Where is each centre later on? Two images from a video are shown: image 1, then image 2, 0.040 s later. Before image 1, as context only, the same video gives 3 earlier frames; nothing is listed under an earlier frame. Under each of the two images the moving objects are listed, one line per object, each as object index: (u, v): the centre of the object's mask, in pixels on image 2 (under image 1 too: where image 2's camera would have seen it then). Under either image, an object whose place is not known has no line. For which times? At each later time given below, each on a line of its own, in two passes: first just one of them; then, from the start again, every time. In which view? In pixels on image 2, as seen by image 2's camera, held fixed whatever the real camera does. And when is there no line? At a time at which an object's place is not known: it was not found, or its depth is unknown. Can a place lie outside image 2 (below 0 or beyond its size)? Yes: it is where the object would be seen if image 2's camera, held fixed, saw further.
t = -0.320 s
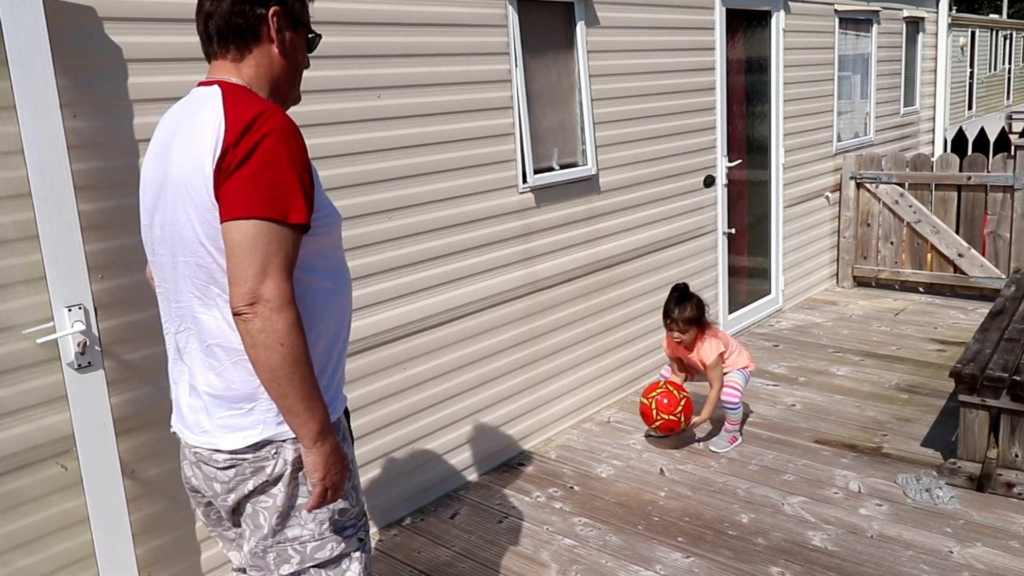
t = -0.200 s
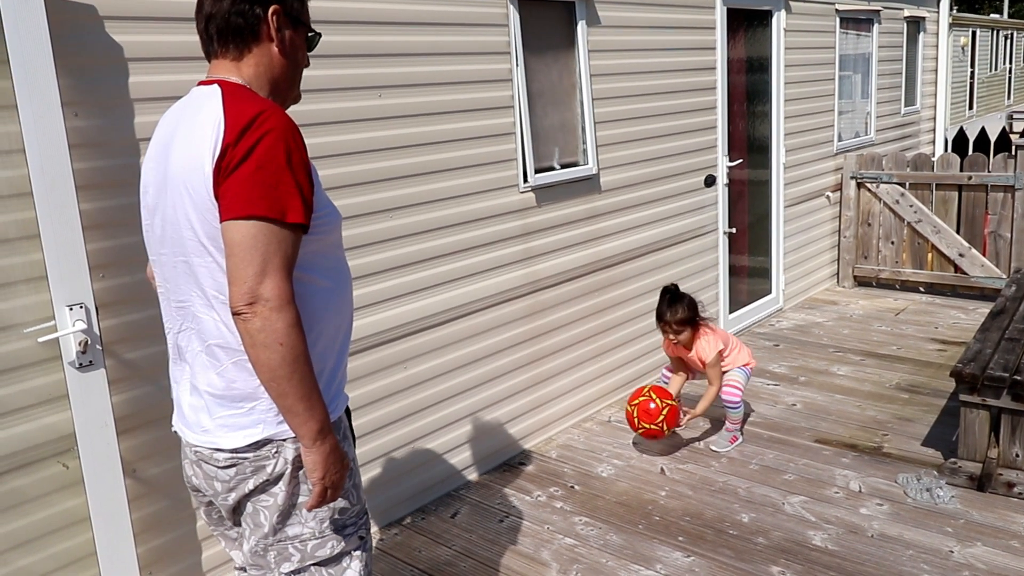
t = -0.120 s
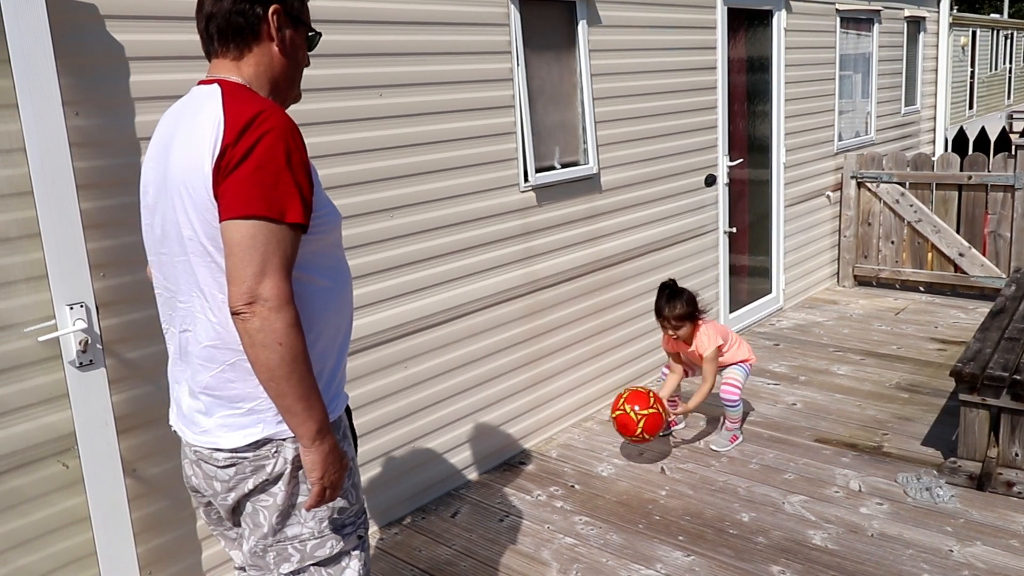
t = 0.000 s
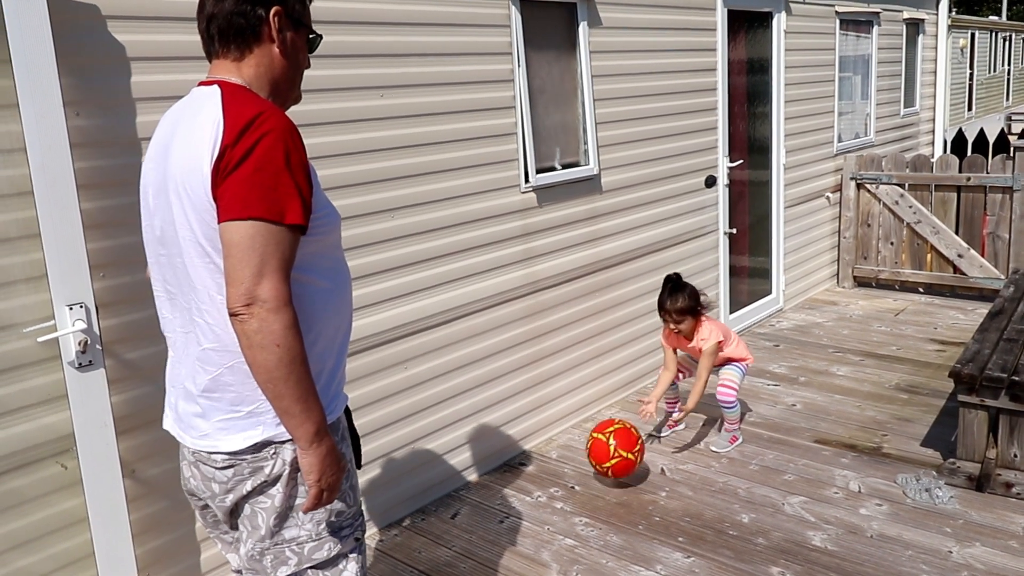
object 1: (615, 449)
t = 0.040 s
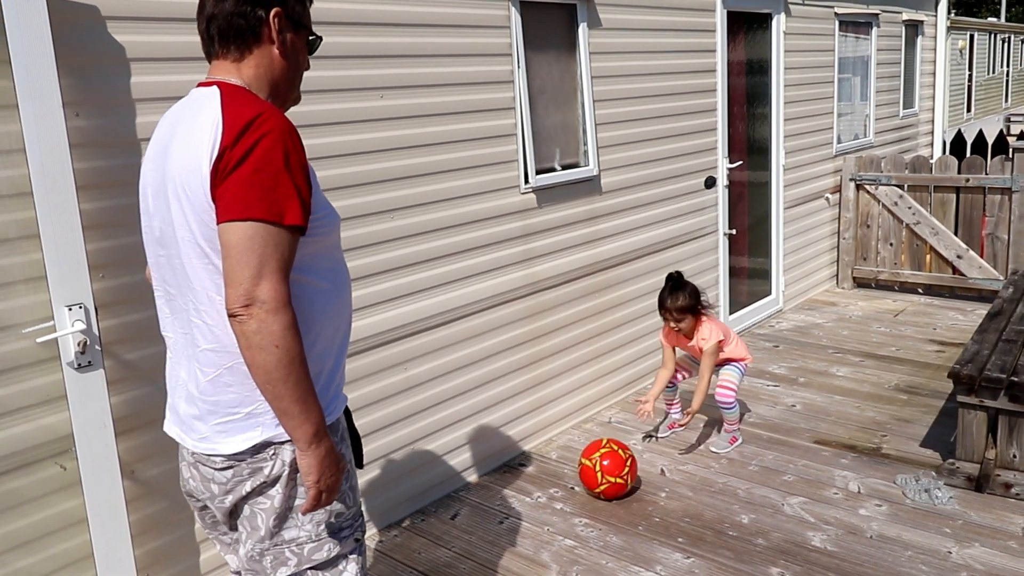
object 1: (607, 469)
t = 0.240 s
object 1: (582, 461)
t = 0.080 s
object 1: (602, 462)
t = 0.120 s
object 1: (596, 456)
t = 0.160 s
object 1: (591, 453)
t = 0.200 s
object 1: (586, 455)
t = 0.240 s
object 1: (582, 461)
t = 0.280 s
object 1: (577, 470)
